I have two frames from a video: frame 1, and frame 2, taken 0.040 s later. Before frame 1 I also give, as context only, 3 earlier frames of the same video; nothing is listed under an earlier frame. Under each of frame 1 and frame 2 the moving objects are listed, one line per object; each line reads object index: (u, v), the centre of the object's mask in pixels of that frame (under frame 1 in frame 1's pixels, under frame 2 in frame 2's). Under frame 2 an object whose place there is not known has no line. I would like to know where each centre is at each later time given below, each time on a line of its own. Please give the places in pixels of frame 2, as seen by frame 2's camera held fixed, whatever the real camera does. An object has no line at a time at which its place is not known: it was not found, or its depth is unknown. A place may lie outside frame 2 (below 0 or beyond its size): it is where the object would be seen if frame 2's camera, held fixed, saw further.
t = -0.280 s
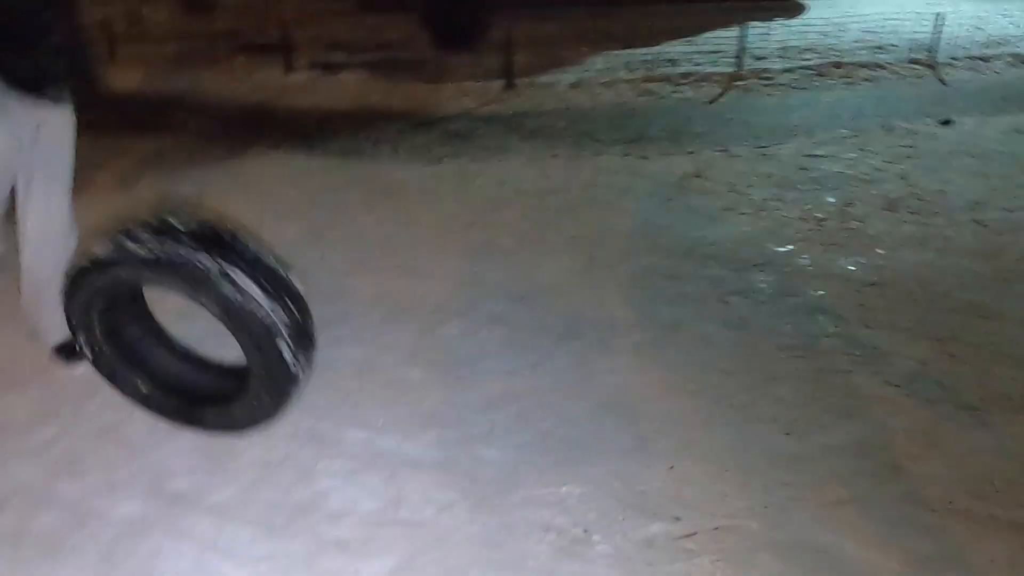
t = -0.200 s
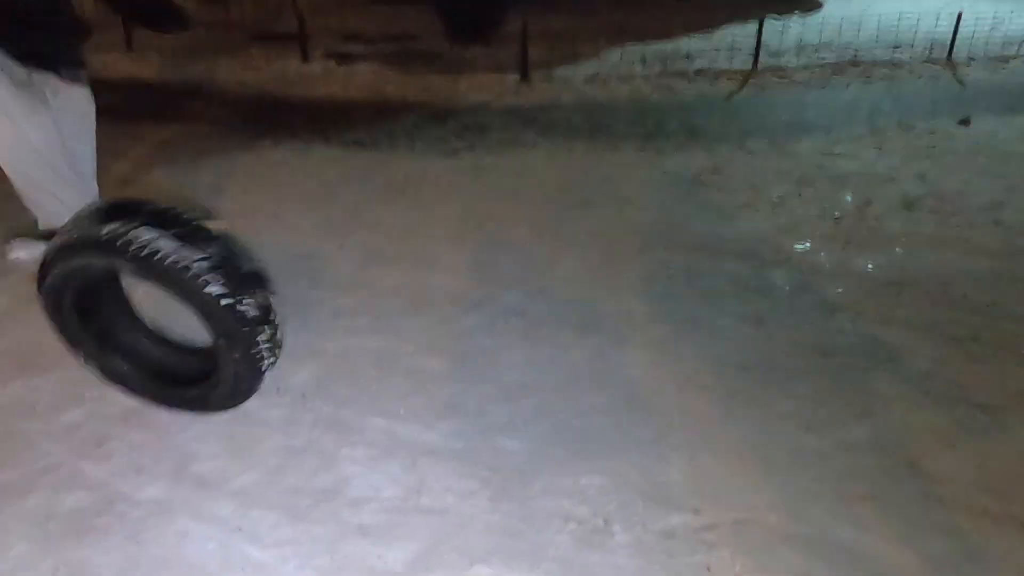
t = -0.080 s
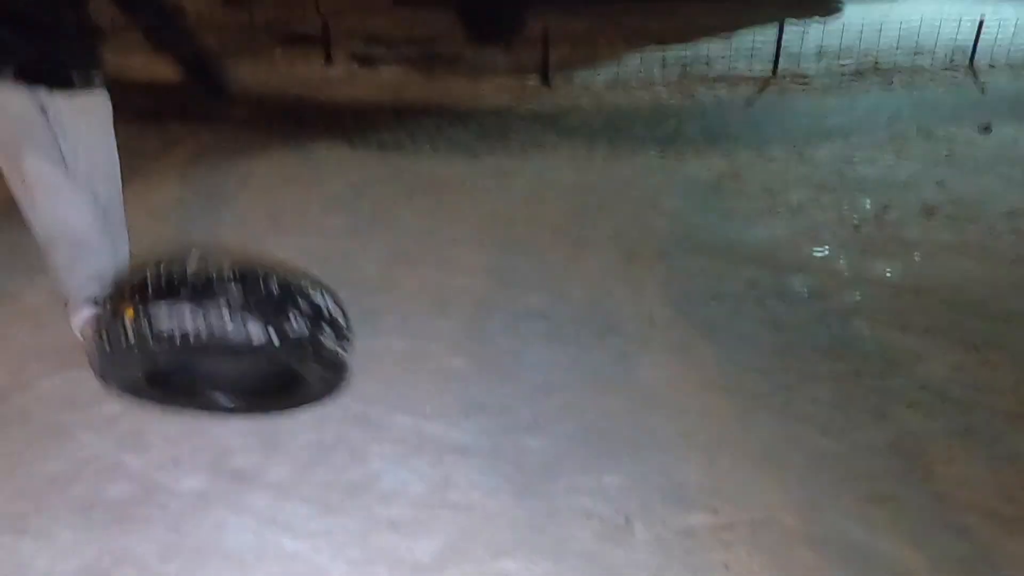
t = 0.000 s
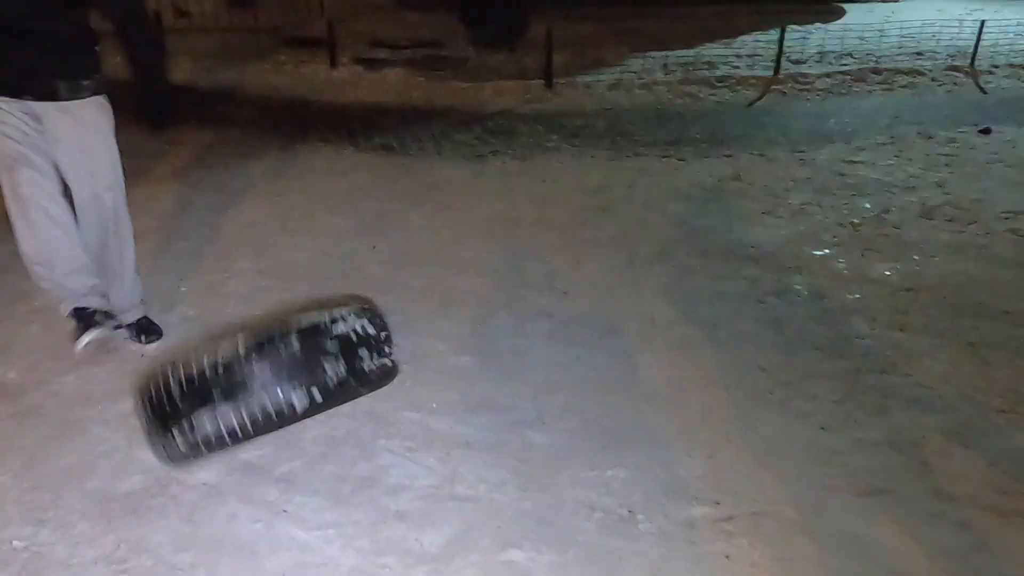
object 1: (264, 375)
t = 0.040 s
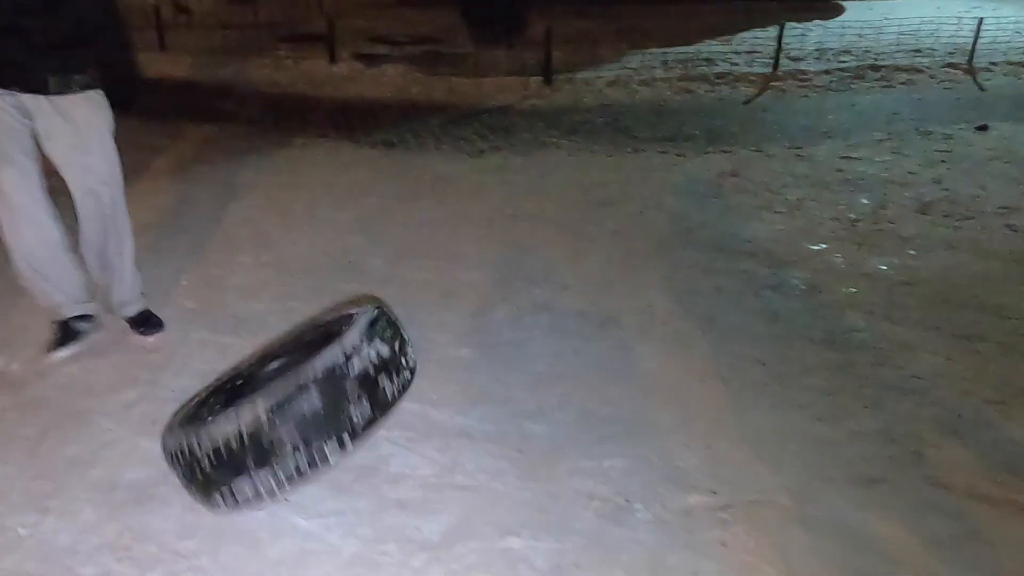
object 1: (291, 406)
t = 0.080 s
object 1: (302, 422)
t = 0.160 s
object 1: (313, 425)
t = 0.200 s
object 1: (320, 420)
